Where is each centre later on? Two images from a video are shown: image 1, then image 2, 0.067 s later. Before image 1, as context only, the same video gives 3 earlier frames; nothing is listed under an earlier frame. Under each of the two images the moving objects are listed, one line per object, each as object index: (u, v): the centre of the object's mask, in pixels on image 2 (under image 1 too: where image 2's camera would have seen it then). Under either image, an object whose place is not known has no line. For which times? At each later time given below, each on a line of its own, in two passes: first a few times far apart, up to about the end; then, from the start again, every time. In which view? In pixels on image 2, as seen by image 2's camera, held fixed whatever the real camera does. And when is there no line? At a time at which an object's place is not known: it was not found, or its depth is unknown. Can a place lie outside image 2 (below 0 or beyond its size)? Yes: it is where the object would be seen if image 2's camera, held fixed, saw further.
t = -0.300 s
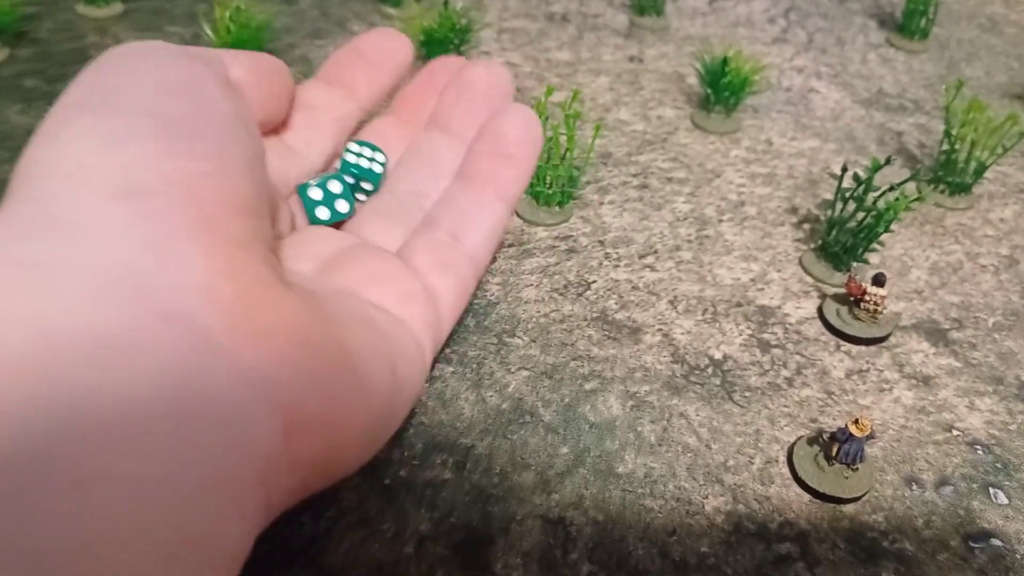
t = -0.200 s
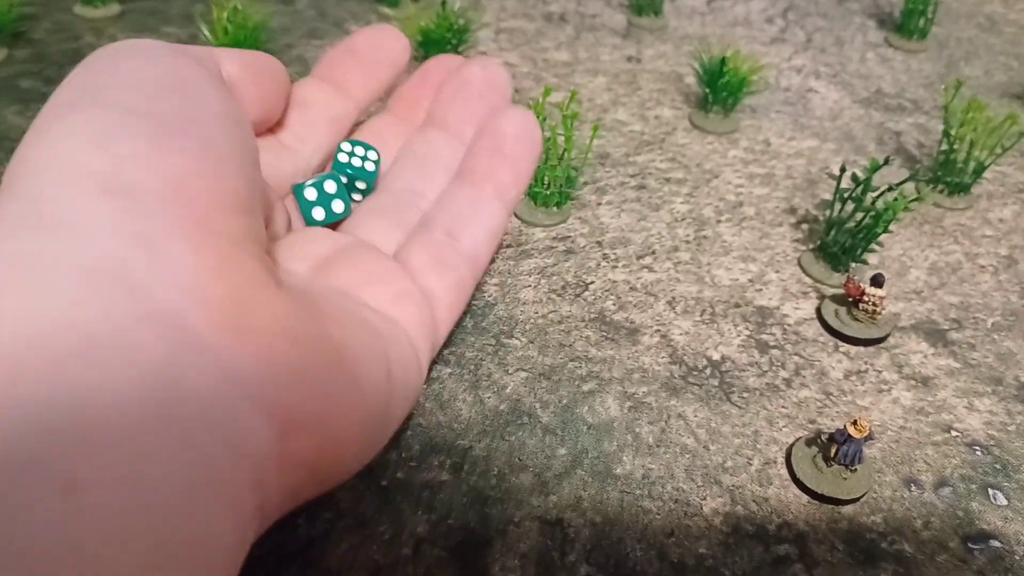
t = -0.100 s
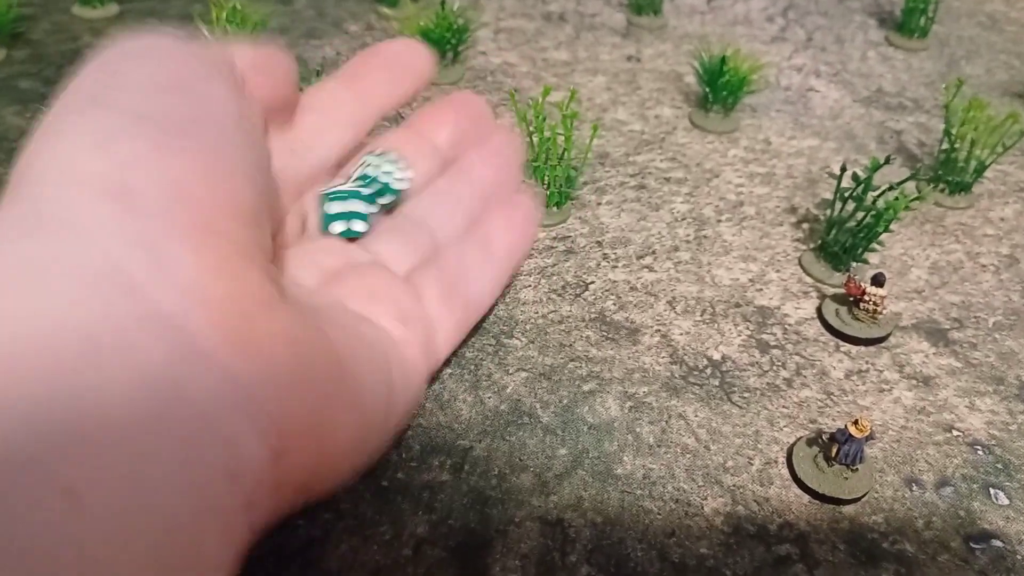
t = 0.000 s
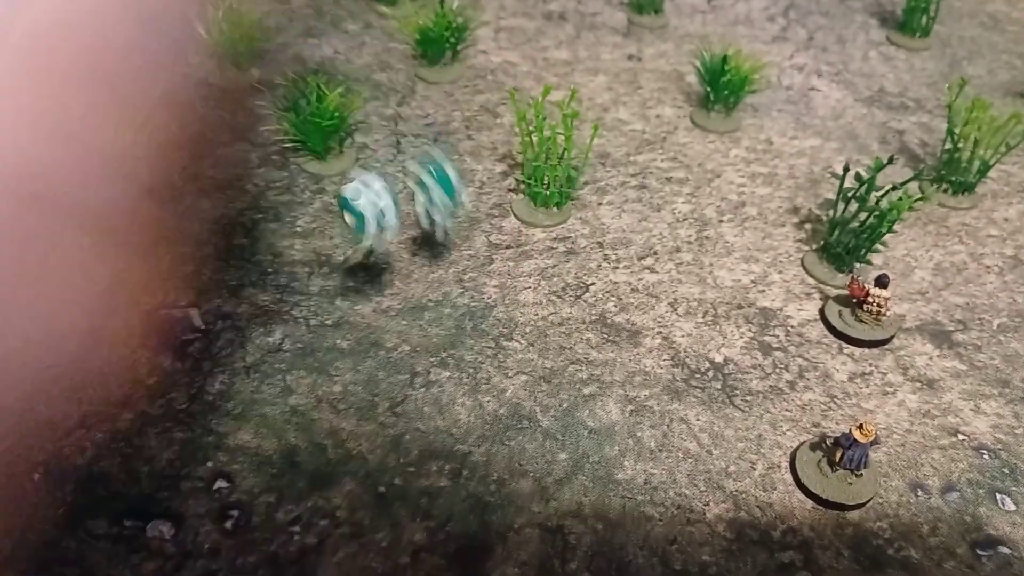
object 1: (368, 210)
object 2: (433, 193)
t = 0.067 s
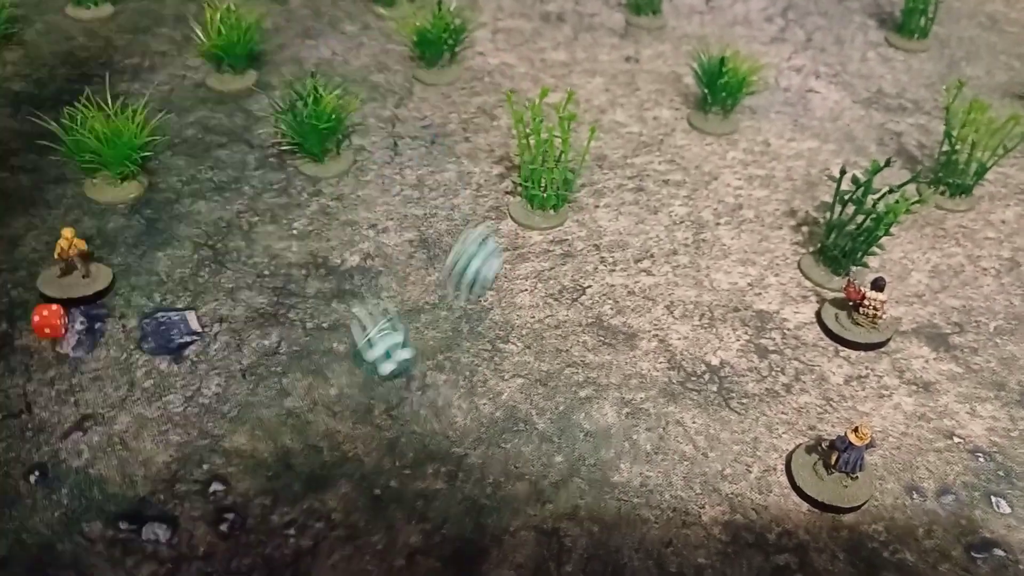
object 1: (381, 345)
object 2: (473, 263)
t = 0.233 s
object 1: (524, 411)
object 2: (564, 271)
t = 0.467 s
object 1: (566, 441)
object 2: (583, 287)
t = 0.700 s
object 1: (563, 440)
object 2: (581, 288)
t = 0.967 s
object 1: (564, 440)
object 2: (582, 288)
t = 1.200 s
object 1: (567, 439)
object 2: (584, 287)
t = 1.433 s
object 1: (567, 439)
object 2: (584, 286)
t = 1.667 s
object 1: (566, 439)
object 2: (584, 286)
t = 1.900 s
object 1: (567, 439)
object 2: (584, 286)
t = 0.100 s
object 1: (408, 343)
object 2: (501, 235)
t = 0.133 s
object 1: (434, 358)
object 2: (525, 233)
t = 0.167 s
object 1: (464, 384)
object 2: (544, 264)
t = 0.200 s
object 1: (500, 401)
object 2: (556, 266)
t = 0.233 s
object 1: (524, 411)
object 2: (564, 271)
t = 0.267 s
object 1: (547, 426)
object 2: (572, 276)
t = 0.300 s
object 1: (559, 435)
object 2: (578, 277)
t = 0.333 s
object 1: (565, 441)
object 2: (580, 283)
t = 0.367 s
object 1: (564, 441)
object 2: (581, 286)
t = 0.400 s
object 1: (564, 441)
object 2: (582, 287)
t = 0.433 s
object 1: (565, 441)
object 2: (583, 287)
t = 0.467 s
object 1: (566, 441)
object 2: (583, 287)
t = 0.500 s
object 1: (567, 440)
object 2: (585, 286)
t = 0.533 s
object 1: (566, 440)
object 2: (584, 287)
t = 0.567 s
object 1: (564, 441)
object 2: (582, 289)
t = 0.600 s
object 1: (563, 442)
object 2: (581, 290)
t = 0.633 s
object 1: (563, 441)
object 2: (581, 289)
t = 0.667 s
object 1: (563, 440)
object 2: (580, 289)
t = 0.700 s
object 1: (563, 440)
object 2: (581, 288)
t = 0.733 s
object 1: (563, 440)
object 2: (581, 288)
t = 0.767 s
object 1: (564, 440)
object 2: (581, 288)
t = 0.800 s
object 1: (563, 440)
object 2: (581, 288)
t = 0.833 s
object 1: (563, 440)
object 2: (581, 288)
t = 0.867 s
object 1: (563, 440)
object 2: (581, 288)
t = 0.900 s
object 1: (563, 440)
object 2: (581, 288)
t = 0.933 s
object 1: (564, 440)
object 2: (581, 288)
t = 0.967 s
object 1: (564, 440)
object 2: (582, 288)
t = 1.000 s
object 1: (564, 440)
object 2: (582, 288)
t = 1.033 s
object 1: (565, 439)
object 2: (582, 287)
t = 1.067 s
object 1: (565, 439)
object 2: (583, 287)
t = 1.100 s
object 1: (566, 439)
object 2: (583, 287)
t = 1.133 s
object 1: (566, 439)
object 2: (583, 286)
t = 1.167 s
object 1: (566, 439)
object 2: (584, 286)
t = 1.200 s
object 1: (567, 439)
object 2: (584, 287)
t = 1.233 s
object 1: (567, 438)
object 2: (584, 286)
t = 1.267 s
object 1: (567, 438)
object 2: (584, 287)
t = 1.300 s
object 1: (567, 438)
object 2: (584, 286)
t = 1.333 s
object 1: (567, 439)
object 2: (584, 286)
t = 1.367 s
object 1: (567, 438)
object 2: (584, 286)
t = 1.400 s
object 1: (567, 439)
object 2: (584, 286)
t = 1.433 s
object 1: (567, 439)
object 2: (584, 286)
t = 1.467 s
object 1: (567, 439)
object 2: (584, 286)
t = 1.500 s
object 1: (567, 439)
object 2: (584, 286)
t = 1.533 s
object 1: (567, 439)
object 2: (584, 286)
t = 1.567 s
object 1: (567, 439)
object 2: (584, 286)
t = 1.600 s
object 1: (567, 439)
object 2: (584, 286)
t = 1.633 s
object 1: (567, 439)
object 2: (584, 286)
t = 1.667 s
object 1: (566, 439)
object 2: (584, 286)
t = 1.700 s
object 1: (567, 439)
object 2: (584, 286)
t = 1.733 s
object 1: (567, 439)
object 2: (584, 286)
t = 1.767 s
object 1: (566, 439)
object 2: (584, 286)
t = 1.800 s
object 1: (566, 439)
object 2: (584, 286)
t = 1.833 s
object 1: (567, 439)
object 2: (584, 286)
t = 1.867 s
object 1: (566, 439)
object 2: (584, 286)
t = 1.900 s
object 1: (567, 439)
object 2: (584, 286)
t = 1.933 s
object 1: (567, 438)
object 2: (584, 286)
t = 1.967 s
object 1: (567, 438)
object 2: (584, 286)
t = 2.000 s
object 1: (567, 438)
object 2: (584, 285)
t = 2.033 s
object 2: (585, 285)
